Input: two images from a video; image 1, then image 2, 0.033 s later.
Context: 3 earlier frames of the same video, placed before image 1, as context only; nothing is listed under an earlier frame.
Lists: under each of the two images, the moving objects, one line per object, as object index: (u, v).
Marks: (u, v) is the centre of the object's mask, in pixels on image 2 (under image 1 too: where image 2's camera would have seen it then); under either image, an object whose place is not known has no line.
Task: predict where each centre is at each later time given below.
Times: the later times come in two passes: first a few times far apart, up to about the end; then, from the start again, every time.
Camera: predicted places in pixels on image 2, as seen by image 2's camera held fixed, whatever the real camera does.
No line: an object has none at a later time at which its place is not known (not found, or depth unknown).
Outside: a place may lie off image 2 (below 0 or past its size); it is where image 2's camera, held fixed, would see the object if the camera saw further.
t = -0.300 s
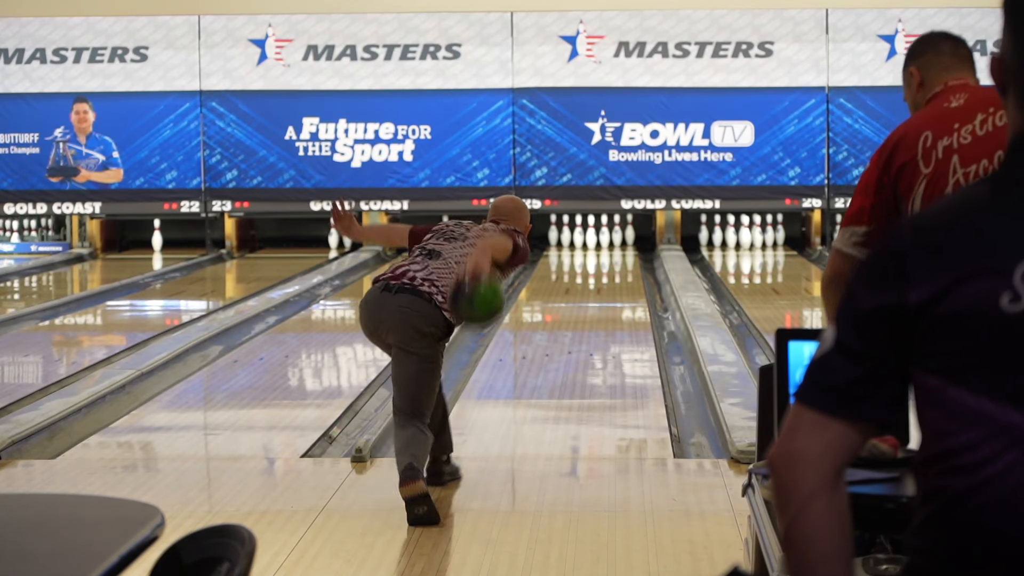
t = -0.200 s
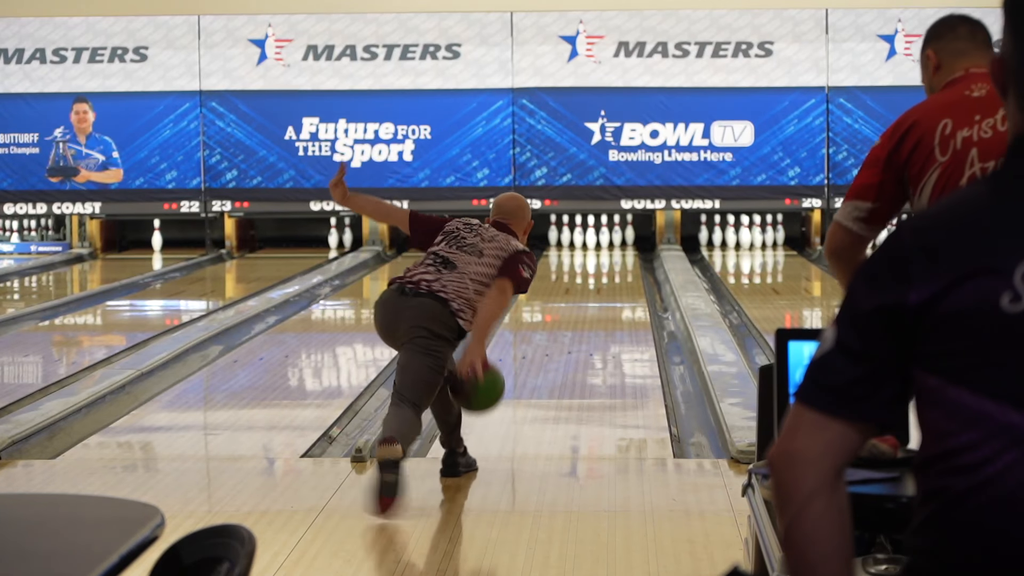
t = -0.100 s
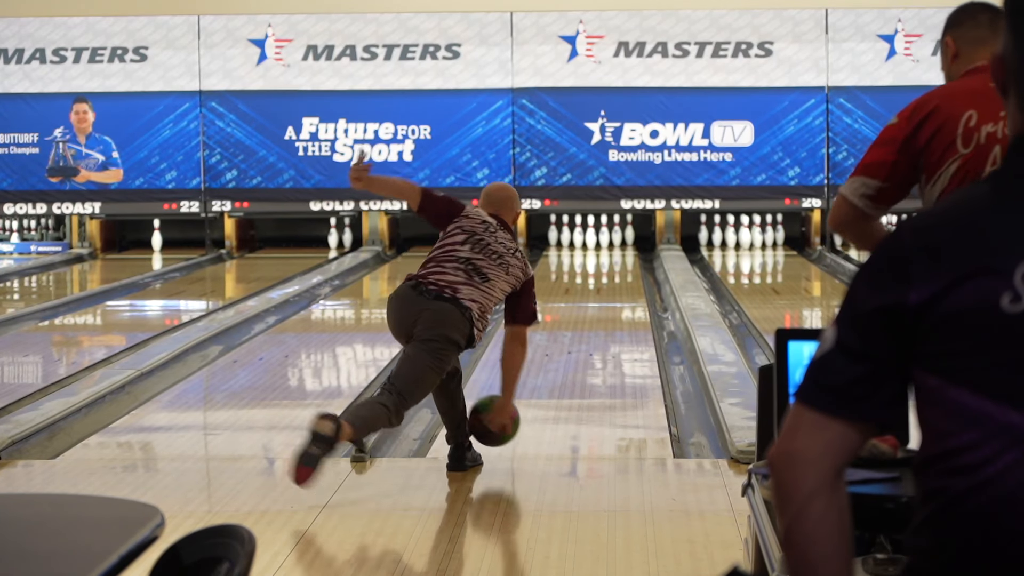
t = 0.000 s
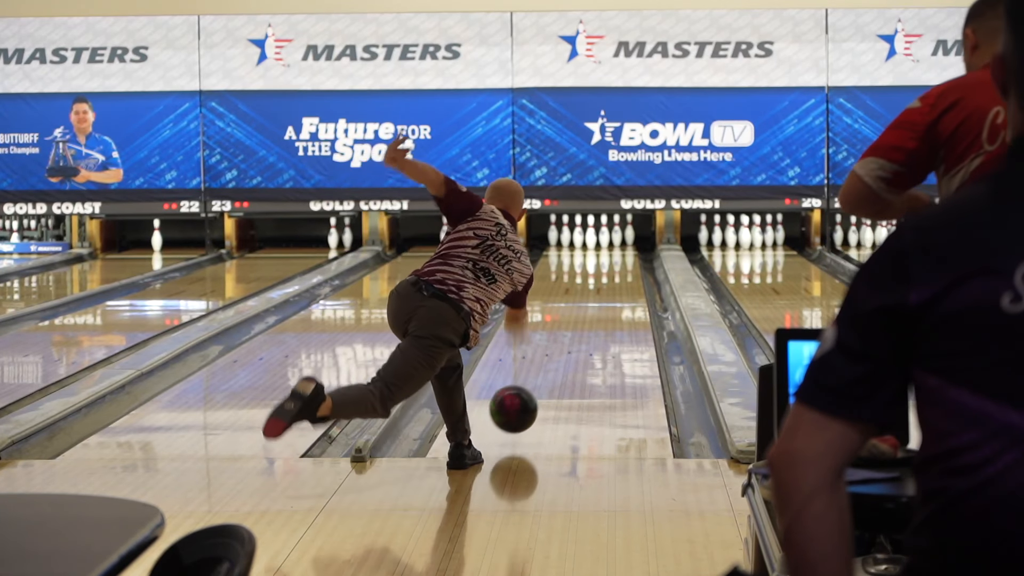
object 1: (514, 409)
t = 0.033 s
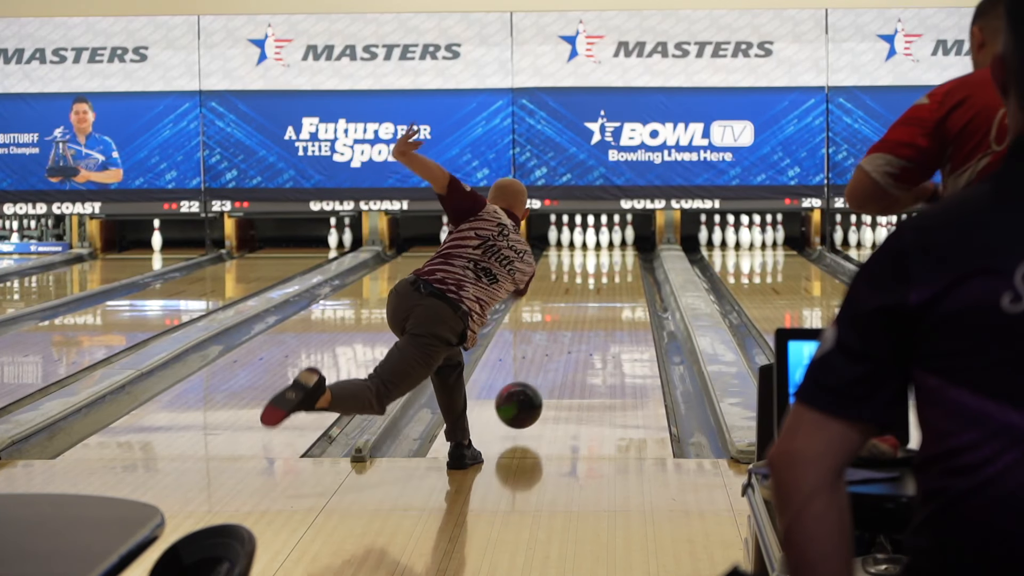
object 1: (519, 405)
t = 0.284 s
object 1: (552, 370)
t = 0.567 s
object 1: (578, 335)
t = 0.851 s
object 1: (598, 309)
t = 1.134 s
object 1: (610, 291)
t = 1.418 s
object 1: (619, 276)
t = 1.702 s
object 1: (623, 265)
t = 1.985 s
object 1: (621, 255)
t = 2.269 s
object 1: (611, 245)
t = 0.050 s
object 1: (522, 404)
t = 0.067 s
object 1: (524, 404)
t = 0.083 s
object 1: (526, 403)
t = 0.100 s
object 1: (529, 400)
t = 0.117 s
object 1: (531, 397)
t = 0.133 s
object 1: (533, 394)
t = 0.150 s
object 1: (536, 392)
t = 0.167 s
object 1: (538, 389)
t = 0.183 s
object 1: (540, 386)
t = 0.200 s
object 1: (542, 383)
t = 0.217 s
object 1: (544, 380)
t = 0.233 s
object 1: (546, 378)
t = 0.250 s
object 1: (548, 375)
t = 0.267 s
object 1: (550, 373)
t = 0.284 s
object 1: (552, 370)
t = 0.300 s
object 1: (554, 368)
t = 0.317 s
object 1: (555, 366)
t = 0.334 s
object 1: (557, 363)
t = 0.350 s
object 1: (559, 361)
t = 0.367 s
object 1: (561, 359)
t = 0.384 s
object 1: (562, 357)
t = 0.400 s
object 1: (564, 355)
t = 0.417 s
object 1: (565, 352)
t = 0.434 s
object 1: (567, 351)
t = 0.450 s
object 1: (568, 348)
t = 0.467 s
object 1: (570, 346)
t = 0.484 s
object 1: (571, 344)
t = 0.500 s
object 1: (573, 342)
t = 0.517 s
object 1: (574, 340)
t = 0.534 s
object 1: (576, 339)
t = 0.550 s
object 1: (577, 337)
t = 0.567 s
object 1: (578, 335)
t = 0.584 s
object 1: (579, 333)
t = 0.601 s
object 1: (581, 331)
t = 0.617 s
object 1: (582, 330)
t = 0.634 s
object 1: (583, 328)
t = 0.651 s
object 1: (584, 327)
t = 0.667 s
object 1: (585, 326)
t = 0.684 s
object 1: (587, 325)
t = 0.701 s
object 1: (589, 324)
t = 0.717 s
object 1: (591, 324)
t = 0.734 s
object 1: (593, 322)
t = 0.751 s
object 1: (595, 319)
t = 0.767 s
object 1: (596, 317)
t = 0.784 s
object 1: (597, 314)
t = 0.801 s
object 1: (597, 313)
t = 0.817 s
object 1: (597, 311)
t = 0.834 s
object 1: (598, 310)
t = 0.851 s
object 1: (598, 309)
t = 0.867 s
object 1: (599, 308)
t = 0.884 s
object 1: (599, 307)
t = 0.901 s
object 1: (600, 306)
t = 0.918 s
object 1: (600, 305)
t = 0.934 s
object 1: (601, 304)
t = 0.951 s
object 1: (602, 303)
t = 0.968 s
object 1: (603, 302)
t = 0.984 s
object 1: (603, 301)
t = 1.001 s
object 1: (604, 300)
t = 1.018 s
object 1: (605, 299)
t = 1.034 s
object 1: (606, 298)
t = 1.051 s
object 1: (606, 296)
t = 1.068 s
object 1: (607, 296)
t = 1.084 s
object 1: (608, 295)
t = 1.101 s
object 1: (608, 293)
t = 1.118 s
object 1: (609, 292)
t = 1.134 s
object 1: (610, 291)
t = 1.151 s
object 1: (610, 290)
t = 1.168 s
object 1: (611, 289)
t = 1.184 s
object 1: (611, 288)
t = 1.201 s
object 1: (612, 288)
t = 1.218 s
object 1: (613, 287)
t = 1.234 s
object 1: (613, 285)
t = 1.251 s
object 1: (614, 285)
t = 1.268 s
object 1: (614, 284)
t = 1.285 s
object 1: (615, 283)
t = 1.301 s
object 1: (615, 283)
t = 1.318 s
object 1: (616, 282)
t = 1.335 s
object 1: (617, 281)
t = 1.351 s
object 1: (617, 280)
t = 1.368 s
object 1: (617, 279)
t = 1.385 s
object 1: (618, 278)
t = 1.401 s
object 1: (619, 277)
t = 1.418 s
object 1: (619, 276)
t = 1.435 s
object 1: (619, 276)
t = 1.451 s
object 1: (620, 275)
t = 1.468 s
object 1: (620, 274)
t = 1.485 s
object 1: (620, 273)
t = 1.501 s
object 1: (620, 273)
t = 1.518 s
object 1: (621, 272)
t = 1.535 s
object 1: (621, 271)
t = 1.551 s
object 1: (622, 271)
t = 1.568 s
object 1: (622, 270)
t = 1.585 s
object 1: (622, 269)
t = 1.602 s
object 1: (622, 269)
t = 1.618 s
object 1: (622, 268)
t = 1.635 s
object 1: (623, 267)
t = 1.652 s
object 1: (623, 266)
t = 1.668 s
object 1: (623, 266)
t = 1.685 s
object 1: (623, 265)
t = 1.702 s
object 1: (623, 265)
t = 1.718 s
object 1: (623, 264)
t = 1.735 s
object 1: (624, 263)
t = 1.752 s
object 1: (623, 263)
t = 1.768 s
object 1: (624, 262)
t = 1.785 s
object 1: (624, 261)
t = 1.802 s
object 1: (623, 261)
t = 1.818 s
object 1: (623, 260)
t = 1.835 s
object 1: (623, 260)
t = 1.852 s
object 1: (623, 259)
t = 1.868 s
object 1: (623, 258)
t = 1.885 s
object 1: (623, 258)
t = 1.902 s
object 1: (623, 257)
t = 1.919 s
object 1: (622, 256)
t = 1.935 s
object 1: (622, 256)
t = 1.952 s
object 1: (622, 255)
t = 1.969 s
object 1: (622, 255)
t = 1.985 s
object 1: (621, 255)
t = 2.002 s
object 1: (621, 254)
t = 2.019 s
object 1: (621, 253)
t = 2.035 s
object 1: (620, 253)
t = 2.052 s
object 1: (620, 252)
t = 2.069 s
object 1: (619, 251)
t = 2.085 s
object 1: (619, 251)
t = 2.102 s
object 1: (618, 250)
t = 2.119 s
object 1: (618, 250)
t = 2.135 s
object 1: (617, 249)
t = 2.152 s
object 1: (617, 249)
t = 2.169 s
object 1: (616, 248)
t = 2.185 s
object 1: (615, 248)
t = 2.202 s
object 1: (615, 247)
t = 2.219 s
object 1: (614, 247)
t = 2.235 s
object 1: (613, 246)
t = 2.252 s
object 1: (612, 246)
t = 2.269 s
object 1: (611, 245)
